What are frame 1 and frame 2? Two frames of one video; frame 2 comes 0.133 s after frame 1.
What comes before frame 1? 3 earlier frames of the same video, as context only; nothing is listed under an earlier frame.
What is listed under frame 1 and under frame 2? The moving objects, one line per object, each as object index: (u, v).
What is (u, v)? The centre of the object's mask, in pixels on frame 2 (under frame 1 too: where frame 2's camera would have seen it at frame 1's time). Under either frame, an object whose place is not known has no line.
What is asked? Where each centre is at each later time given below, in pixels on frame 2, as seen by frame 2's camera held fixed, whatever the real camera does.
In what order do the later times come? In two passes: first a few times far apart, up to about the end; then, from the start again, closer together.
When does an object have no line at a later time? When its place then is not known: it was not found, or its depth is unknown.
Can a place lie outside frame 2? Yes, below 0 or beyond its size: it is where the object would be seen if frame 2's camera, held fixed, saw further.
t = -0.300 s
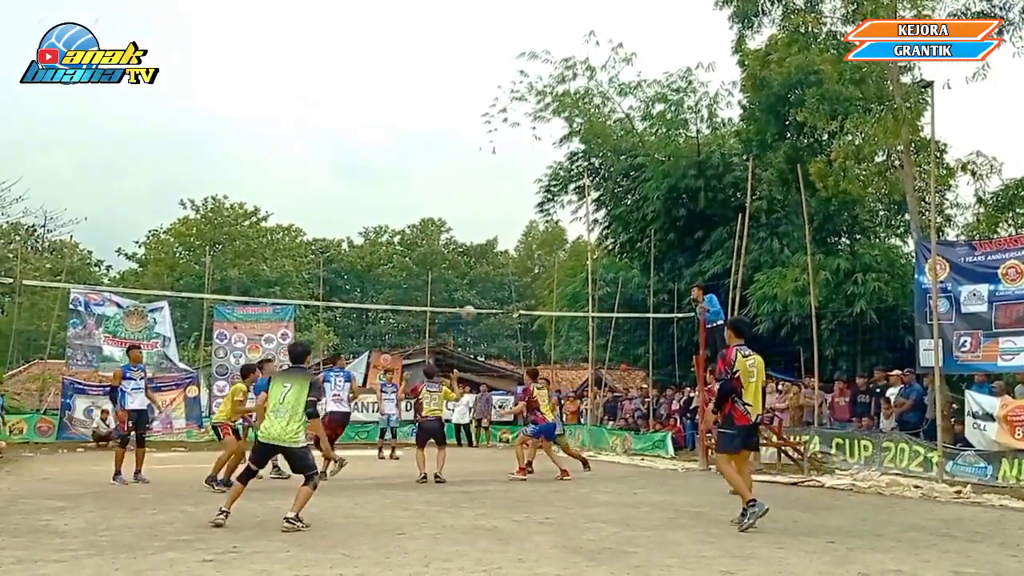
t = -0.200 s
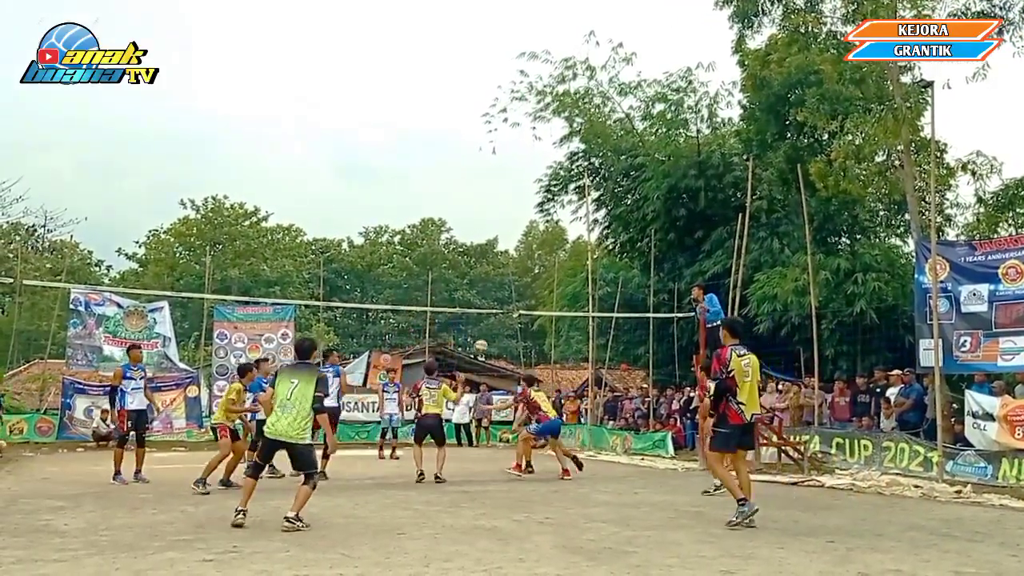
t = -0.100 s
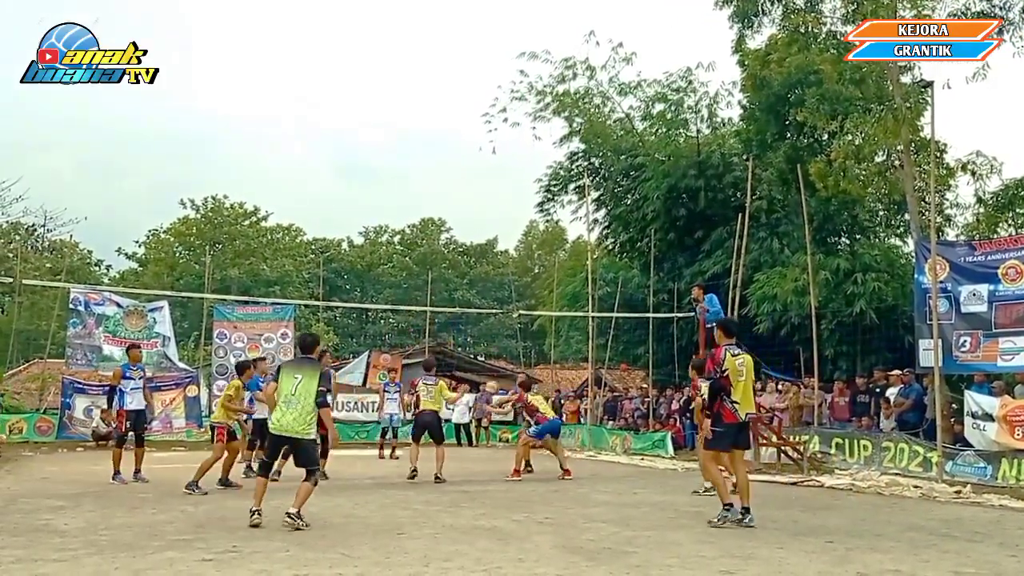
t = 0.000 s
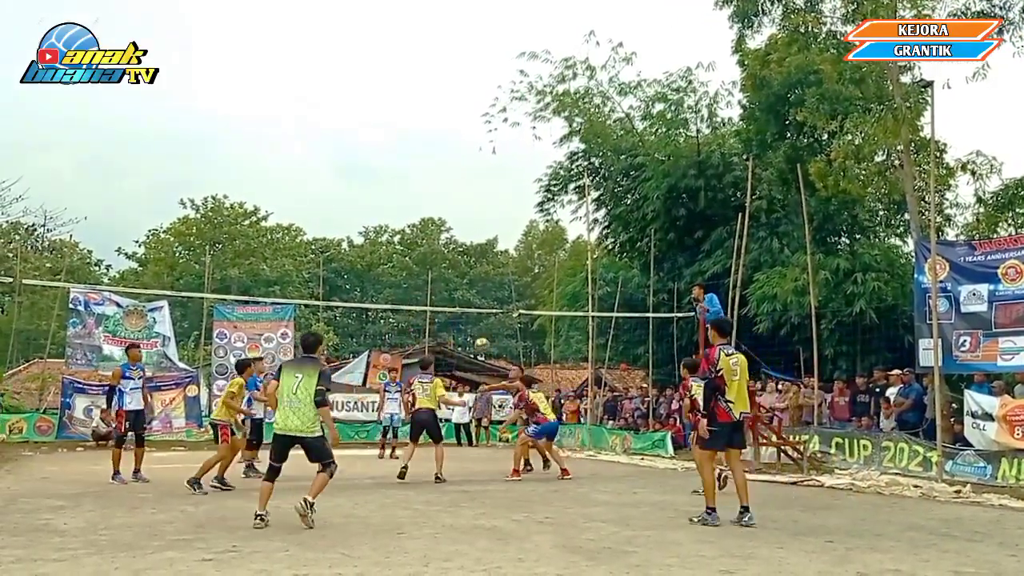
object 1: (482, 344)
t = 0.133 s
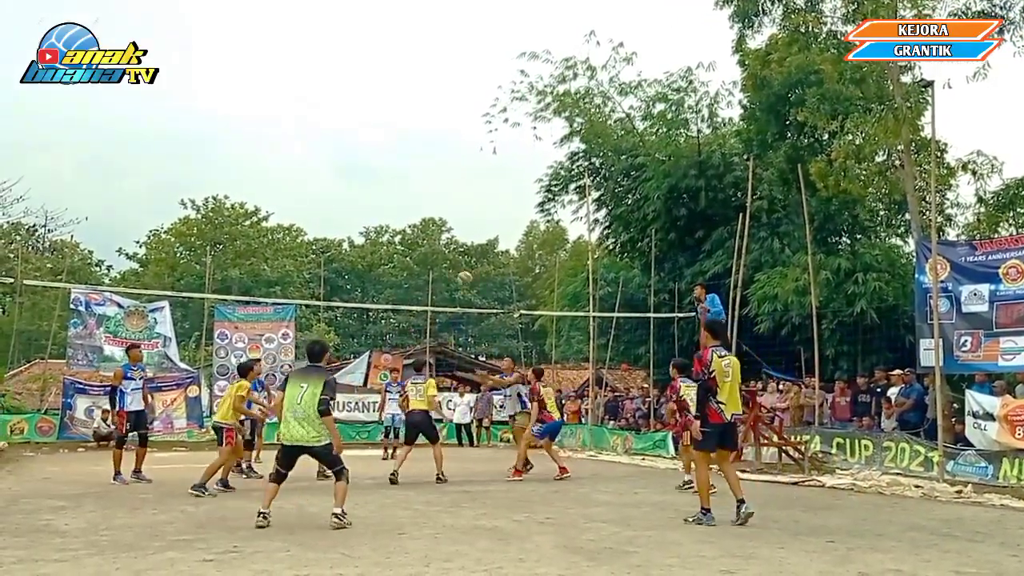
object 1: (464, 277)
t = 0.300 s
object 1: (440, 211)
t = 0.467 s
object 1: (416, 160)
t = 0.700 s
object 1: (382, 120)
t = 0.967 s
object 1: (339, 118)
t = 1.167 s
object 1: (305, 152)
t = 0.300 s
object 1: (440, 211)
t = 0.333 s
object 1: (436, 199)
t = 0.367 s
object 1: (431, 188)
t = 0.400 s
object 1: (426, 178)
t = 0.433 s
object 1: (421, 169)
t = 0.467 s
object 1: (416, 160)
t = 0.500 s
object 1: (411, 152)
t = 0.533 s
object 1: (407, 145)
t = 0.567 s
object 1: (402, 138)
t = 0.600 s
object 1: (397, 133)
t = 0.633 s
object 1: (391, 128)
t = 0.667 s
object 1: (386, 123)
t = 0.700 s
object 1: (382, 120)
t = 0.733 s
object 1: (376, 117)
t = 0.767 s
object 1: (371, 115)
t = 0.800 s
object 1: (366, 113)
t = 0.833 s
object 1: (361, 113)
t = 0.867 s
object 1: (355, 113)
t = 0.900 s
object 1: (350, 114)
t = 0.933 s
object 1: (344, 115)
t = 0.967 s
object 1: (339, 118)
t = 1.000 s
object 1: (334, 121)
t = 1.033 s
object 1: (328, 125)
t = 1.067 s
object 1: (322, 131)
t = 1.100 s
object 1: (317, 137)
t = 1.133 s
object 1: (311, 144)
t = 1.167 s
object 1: (305, 152)
